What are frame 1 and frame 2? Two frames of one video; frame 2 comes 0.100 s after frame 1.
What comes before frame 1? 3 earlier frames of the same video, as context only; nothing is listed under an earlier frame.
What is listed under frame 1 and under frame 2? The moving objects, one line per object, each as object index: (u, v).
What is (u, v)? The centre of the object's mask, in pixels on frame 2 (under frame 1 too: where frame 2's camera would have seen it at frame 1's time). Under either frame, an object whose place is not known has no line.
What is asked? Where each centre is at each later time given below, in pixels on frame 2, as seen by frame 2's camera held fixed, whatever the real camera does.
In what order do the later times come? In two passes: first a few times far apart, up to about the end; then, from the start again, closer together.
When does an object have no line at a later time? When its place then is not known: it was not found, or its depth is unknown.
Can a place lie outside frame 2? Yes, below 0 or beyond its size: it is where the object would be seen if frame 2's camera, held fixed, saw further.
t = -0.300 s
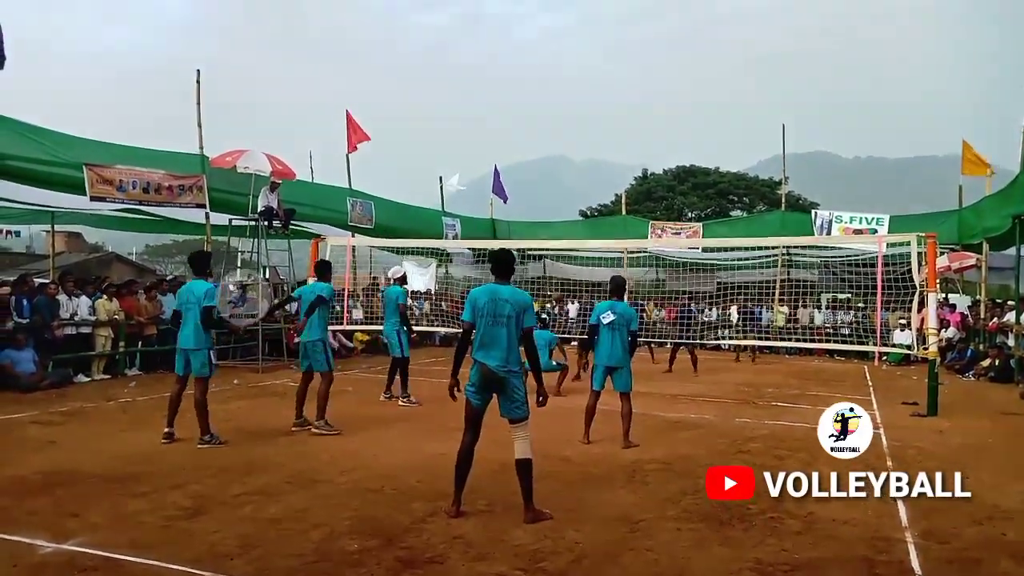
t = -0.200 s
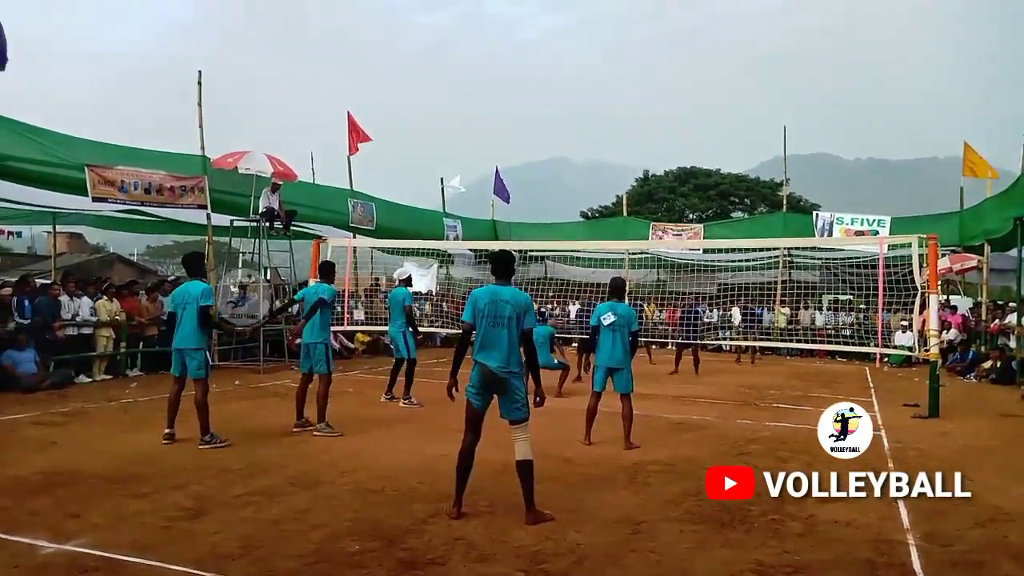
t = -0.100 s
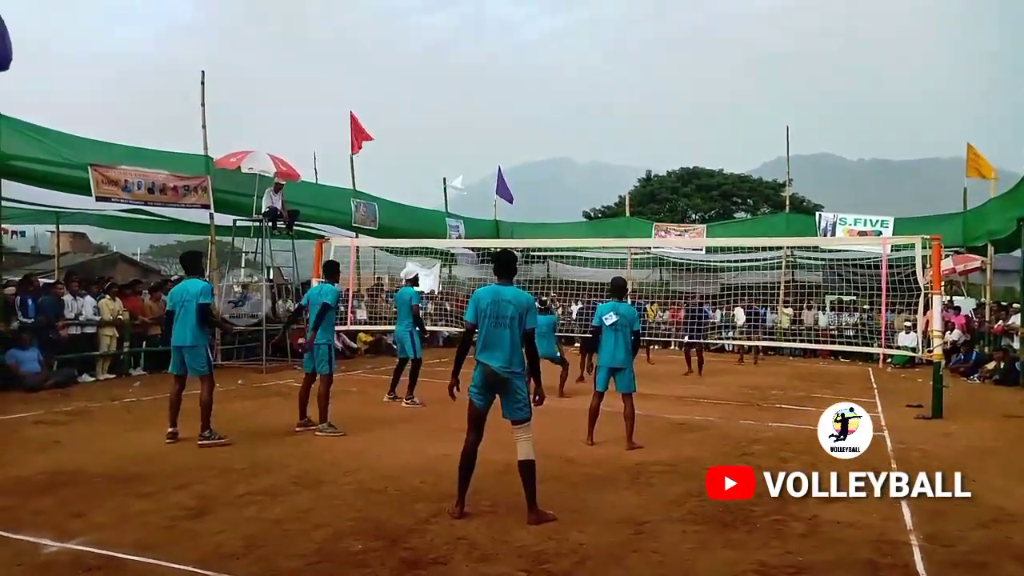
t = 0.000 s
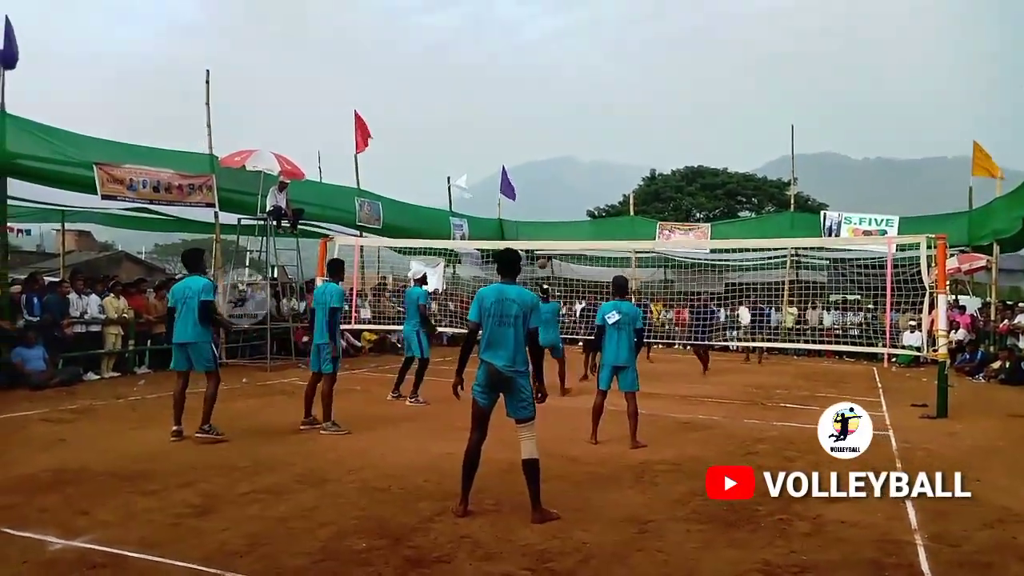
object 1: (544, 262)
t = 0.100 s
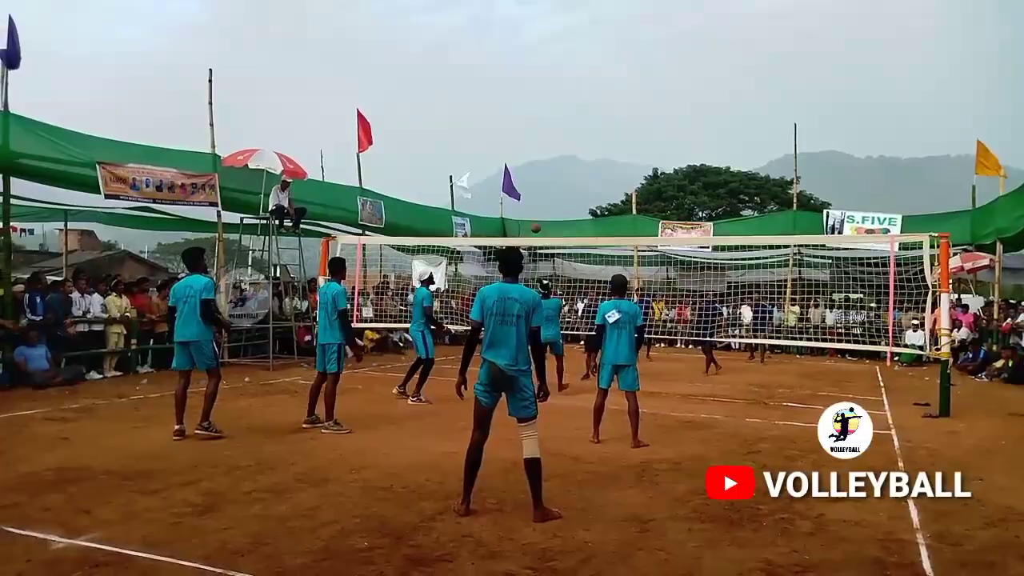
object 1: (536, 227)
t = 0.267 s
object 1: (520, 180)
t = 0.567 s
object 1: (489, 139)
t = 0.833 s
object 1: (459, 152)
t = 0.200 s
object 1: (526, 197)
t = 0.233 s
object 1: (523, 188)
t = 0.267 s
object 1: (520, 180)
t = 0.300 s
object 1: (517, 173)
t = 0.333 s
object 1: (513, 166)
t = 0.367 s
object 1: (510, 160)
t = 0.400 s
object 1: (506, 155)
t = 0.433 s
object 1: (504, 150)
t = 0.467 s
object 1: (500, 146)
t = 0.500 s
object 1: (496, 143)
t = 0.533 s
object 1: (492, 141)
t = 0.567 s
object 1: (489, 139)
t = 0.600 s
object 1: (485, 138)
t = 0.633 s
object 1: (481, 138)
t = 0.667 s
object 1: (478, 139)
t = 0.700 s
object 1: (474, 140)
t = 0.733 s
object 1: (470, 142)
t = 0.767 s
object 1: (466, 145)
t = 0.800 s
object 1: (462, 148)
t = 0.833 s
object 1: (459, 152)
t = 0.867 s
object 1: (454, 158)
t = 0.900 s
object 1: (450, 164)
